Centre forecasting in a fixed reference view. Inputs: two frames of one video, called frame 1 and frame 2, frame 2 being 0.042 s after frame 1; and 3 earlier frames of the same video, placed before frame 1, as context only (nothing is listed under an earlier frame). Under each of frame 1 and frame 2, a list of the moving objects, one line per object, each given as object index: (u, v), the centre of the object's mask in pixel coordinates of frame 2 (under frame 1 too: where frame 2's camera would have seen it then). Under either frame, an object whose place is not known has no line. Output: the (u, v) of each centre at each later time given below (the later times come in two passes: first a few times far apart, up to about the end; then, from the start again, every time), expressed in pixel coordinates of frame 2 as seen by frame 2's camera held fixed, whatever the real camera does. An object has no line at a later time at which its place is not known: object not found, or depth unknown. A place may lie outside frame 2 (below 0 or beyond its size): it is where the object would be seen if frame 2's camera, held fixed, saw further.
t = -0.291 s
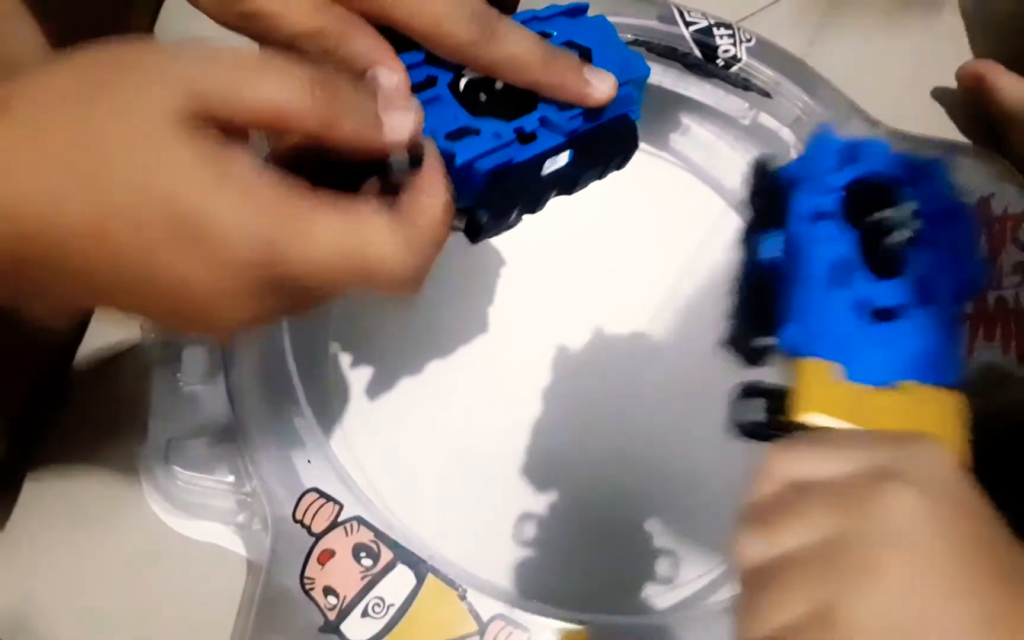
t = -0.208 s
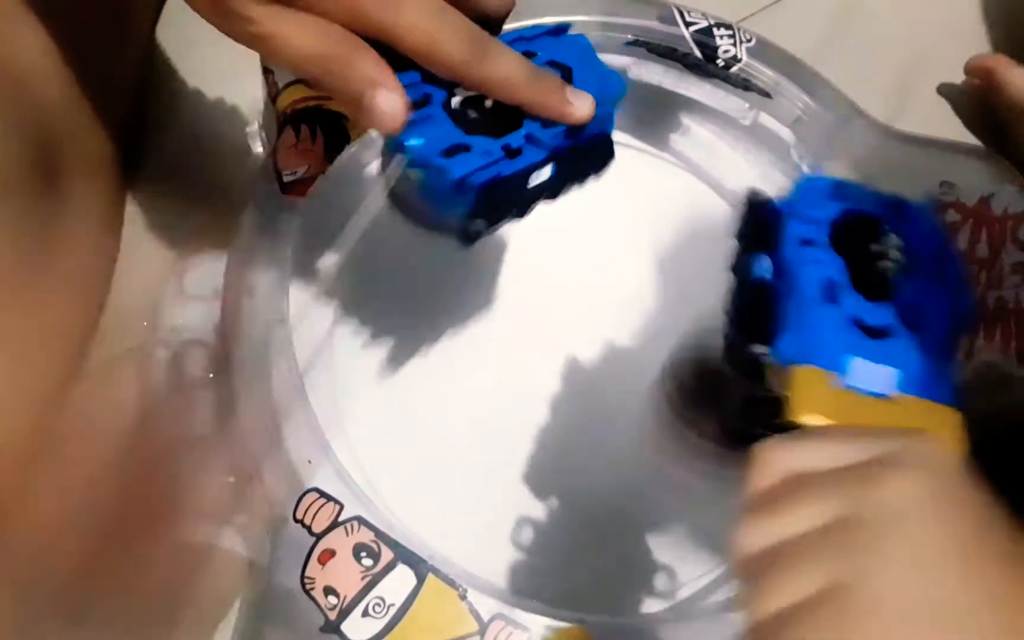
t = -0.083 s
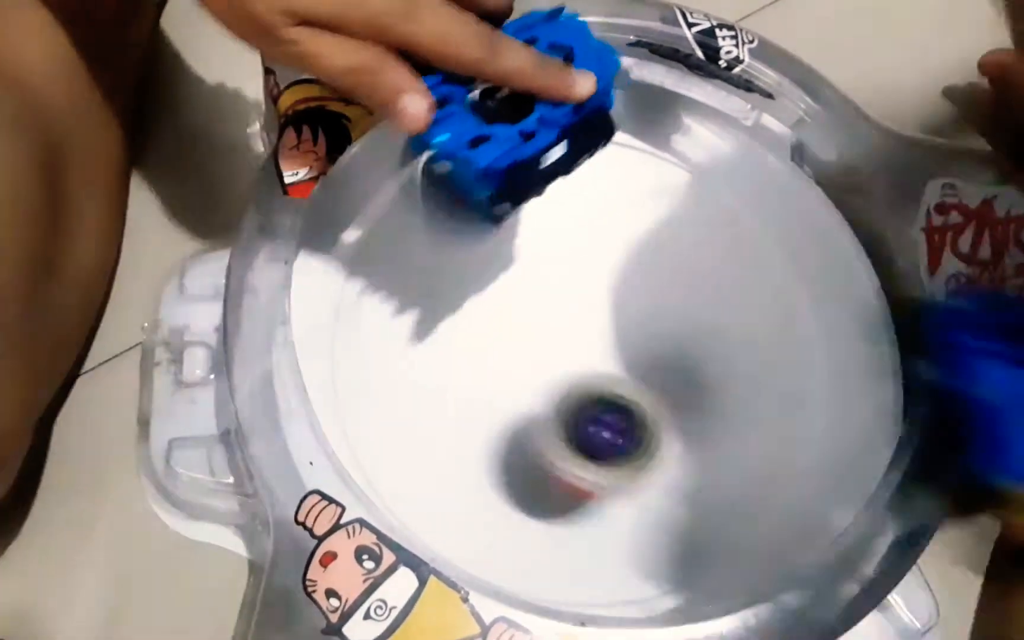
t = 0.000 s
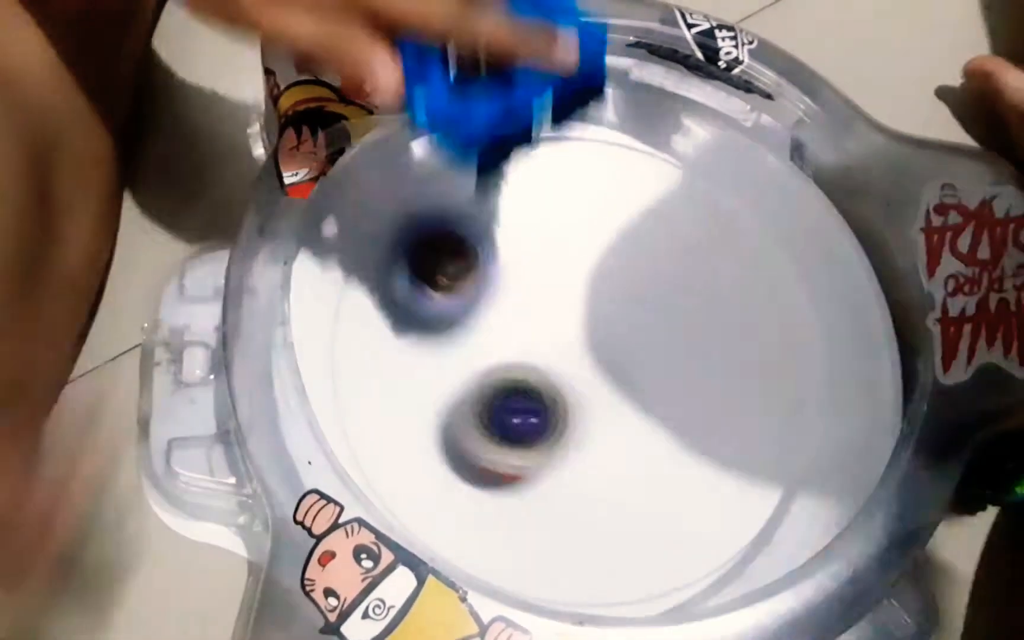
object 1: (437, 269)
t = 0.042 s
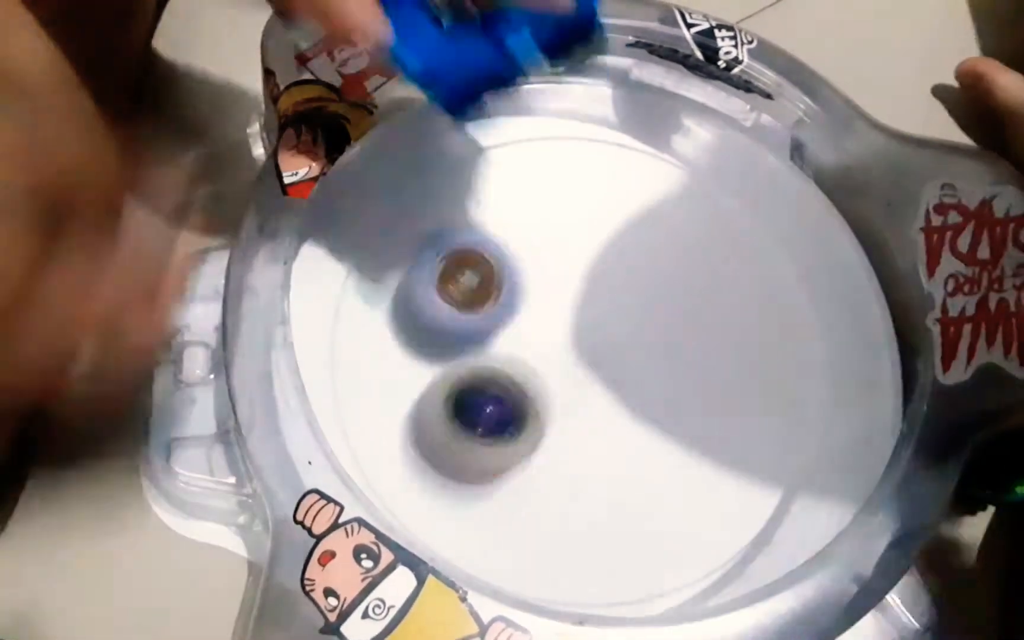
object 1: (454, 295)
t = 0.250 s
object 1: (536, 246)
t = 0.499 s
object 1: (644, 355)
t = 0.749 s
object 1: (744, 431)
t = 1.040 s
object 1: (561, 552)
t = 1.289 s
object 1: (469, 417)
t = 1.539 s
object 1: (572, 406)
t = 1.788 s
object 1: (655, 377)
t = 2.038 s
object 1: (794, 401)
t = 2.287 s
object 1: (704, 465)
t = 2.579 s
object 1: (694, 556)
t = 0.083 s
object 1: (466, 277)
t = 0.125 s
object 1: (479, 263)
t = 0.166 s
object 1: (494, 253)
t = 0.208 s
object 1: (514, 245)
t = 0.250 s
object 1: (536, 246)
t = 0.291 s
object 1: (557, 255)
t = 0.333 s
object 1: (579, 266)
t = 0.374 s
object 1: (597, 284)
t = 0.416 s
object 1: (616, 308)
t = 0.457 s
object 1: (625, 337)
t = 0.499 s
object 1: (644, 355)
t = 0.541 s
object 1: (672, 351)
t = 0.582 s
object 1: (703, 345)
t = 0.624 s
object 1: (725, 353)
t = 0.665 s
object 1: (739, 371)
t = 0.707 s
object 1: (744, 399)
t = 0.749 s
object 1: (744, 431)
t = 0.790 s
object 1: (729, 466)
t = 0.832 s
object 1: (716, 499)
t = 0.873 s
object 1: (696, 528)
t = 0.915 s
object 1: (667, 549)
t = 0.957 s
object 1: (633, 558)
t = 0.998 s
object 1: (596, 558)
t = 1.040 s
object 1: (561, 552)
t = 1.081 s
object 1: (524, 534)
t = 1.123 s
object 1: (496, 509)
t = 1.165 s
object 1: (477, 475)
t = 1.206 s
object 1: (465, 438)
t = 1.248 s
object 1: (461, 411)
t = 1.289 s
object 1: (469, 417)
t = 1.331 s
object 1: (481, 424)
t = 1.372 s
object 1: (497, 425)
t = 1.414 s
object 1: (516, 424)
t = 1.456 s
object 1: (535, 418)
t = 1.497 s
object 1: (554, 413)
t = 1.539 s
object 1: (572, 406)
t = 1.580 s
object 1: (591, 399)
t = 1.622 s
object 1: (607, 394)
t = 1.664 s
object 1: (622, 389)
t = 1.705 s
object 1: (635, 386)
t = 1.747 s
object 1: (643, 384)
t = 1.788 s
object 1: (655, 377)
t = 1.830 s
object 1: (657, 376)
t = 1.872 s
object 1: (657, 377)
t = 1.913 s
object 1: (690, 385)
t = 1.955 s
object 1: (732, 386)
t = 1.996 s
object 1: (770, 393)
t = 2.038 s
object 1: (794, 401)
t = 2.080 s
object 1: (810, 411)
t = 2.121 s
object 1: (812, 425)
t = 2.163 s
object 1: (785, 442)
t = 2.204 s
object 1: (763, 452)
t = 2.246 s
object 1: (736, 462)
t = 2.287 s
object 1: (704, 465)
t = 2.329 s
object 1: (670, 466)
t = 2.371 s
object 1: (636, 461)
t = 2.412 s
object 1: (652, 497)
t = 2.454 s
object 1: (702, 556)
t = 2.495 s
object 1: (719, 565)
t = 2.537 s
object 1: (709, 565)
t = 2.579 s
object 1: (694, 556)
